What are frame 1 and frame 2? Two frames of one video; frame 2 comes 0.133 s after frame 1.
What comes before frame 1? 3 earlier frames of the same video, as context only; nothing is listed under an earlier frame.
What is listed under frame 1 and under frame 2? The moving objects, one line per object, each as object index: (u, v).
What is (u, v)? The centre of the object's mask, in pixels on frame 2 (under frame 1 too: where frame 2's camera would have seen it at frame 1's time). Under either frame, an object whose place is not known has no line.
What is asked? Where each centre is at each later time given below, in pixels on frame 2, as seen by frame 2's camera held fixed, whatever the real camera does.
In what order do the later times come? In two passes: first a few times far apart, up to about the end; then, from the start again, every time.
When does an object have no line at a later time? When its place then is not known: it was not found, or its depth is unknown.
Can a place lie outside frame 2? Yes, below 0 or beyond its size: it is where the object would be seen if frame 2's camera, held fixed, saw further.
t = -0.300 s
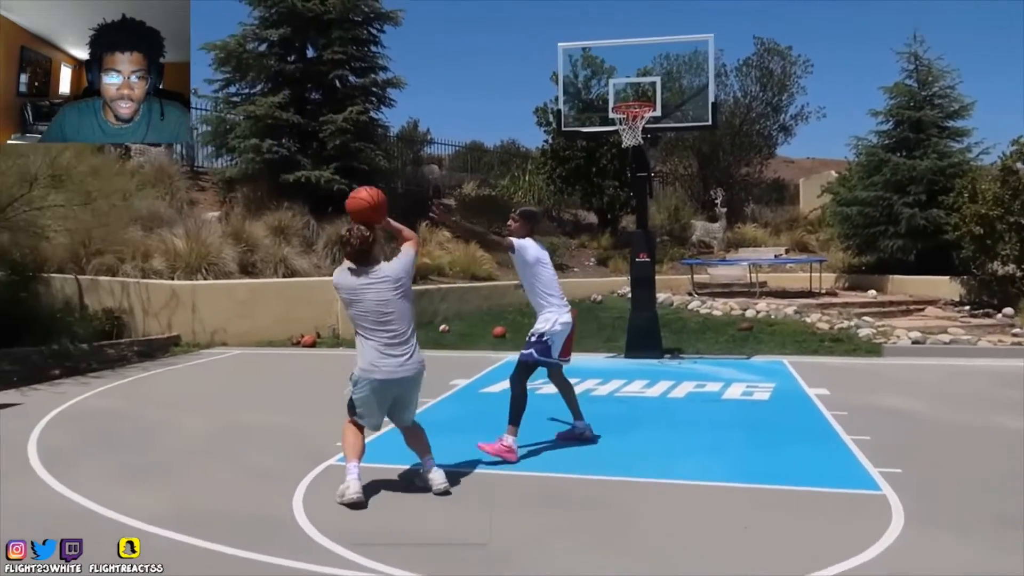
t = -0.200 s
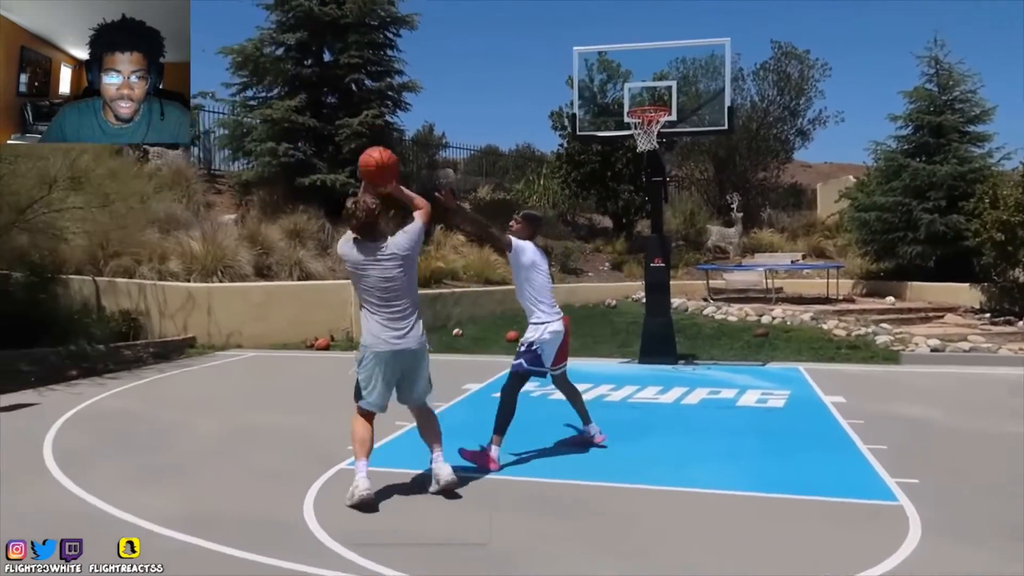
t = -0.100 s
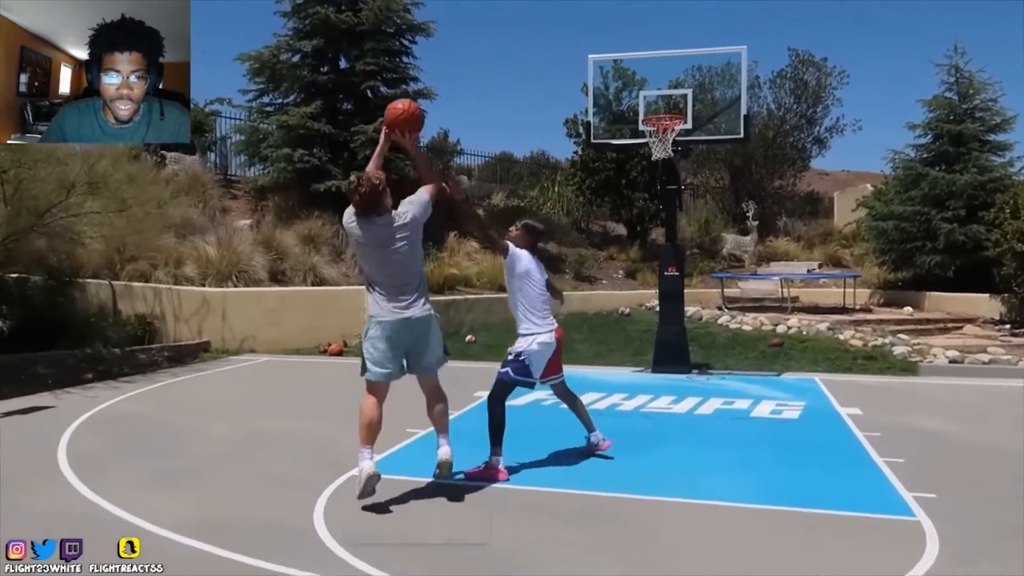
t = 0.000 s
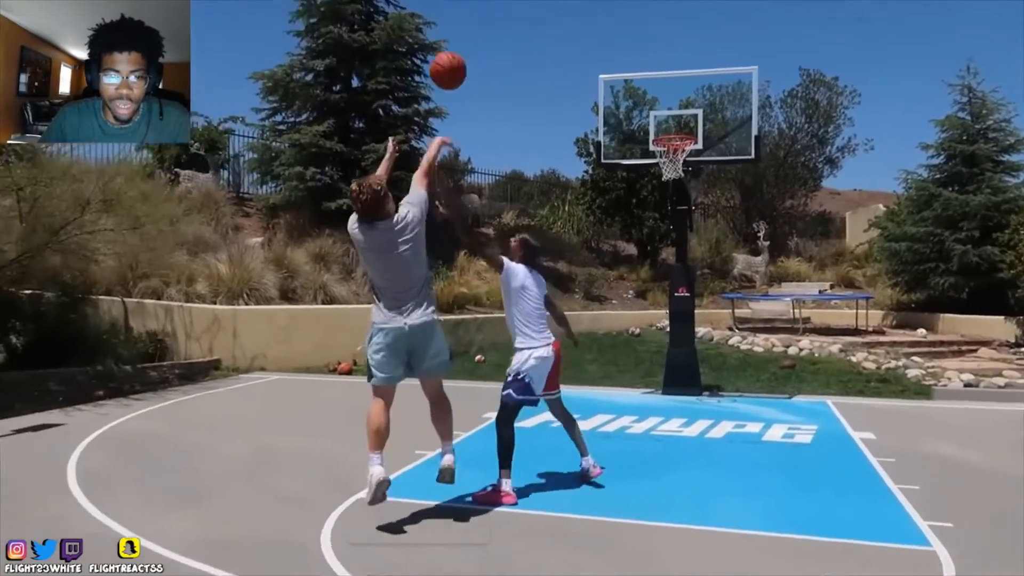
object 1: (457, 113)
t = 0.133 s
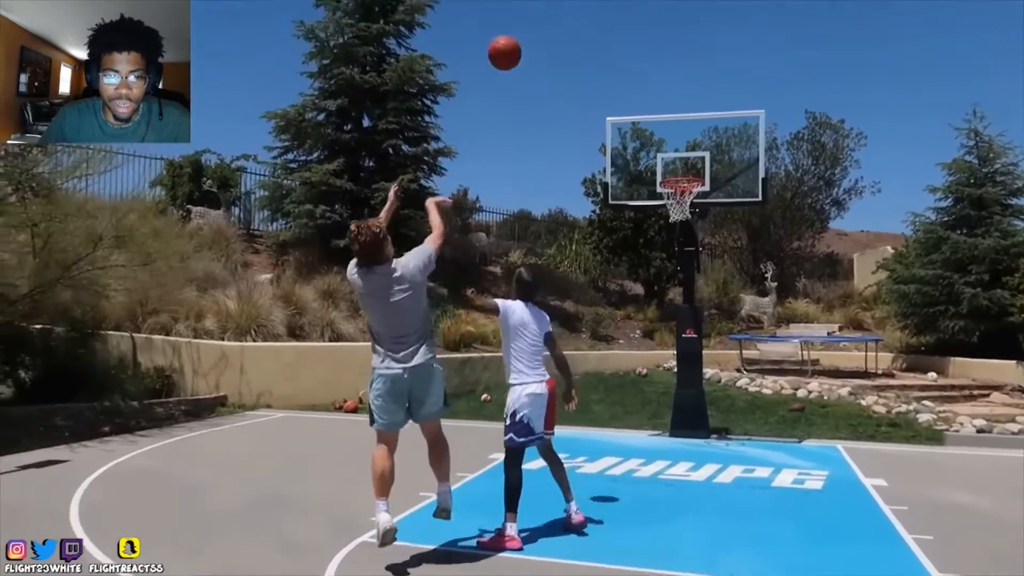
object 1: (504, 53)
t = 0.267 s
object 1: (545, 25)
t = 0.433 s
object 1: (586, 21)
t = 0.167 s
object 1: (516, 43)
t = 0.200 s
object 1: (526, 37)
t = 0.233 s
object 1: (536, 30)
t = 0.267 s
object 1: (545, 25)
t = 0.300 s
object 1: (553, 22)
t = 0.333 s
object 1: (562, 20)
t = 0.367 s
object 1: (570, 19)
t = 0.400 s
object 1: (578, 19)
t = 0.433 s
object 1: (586, 21)
